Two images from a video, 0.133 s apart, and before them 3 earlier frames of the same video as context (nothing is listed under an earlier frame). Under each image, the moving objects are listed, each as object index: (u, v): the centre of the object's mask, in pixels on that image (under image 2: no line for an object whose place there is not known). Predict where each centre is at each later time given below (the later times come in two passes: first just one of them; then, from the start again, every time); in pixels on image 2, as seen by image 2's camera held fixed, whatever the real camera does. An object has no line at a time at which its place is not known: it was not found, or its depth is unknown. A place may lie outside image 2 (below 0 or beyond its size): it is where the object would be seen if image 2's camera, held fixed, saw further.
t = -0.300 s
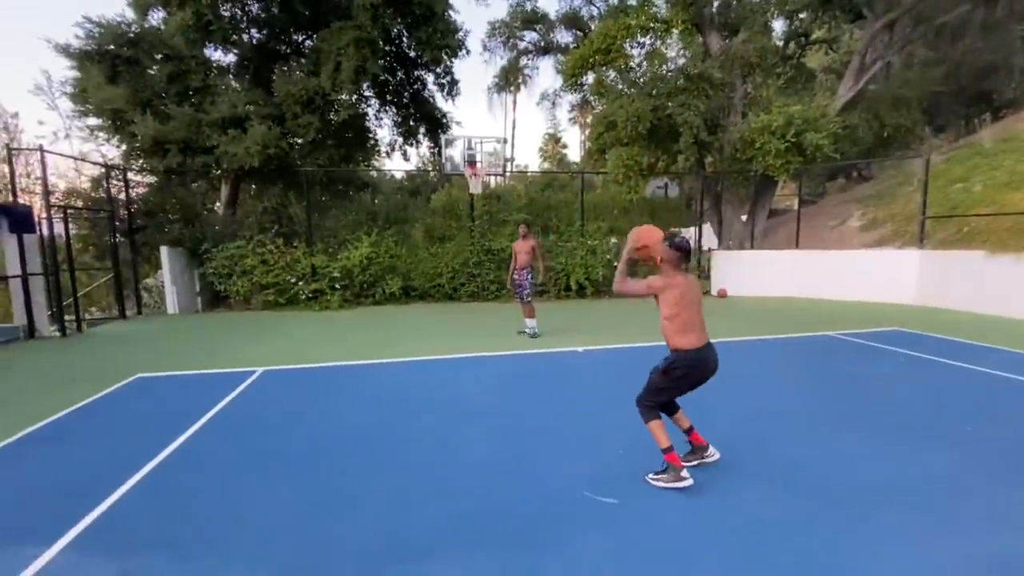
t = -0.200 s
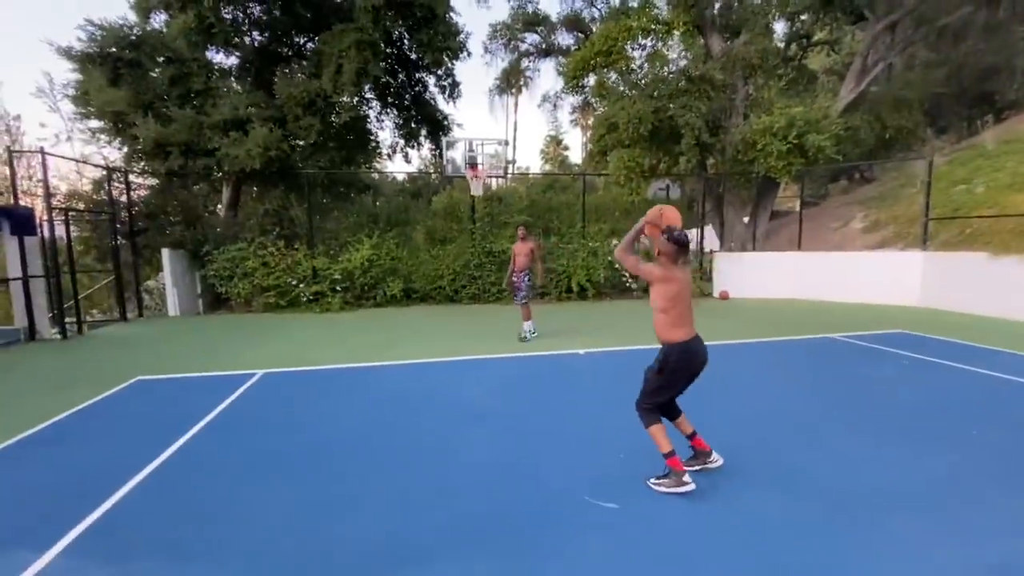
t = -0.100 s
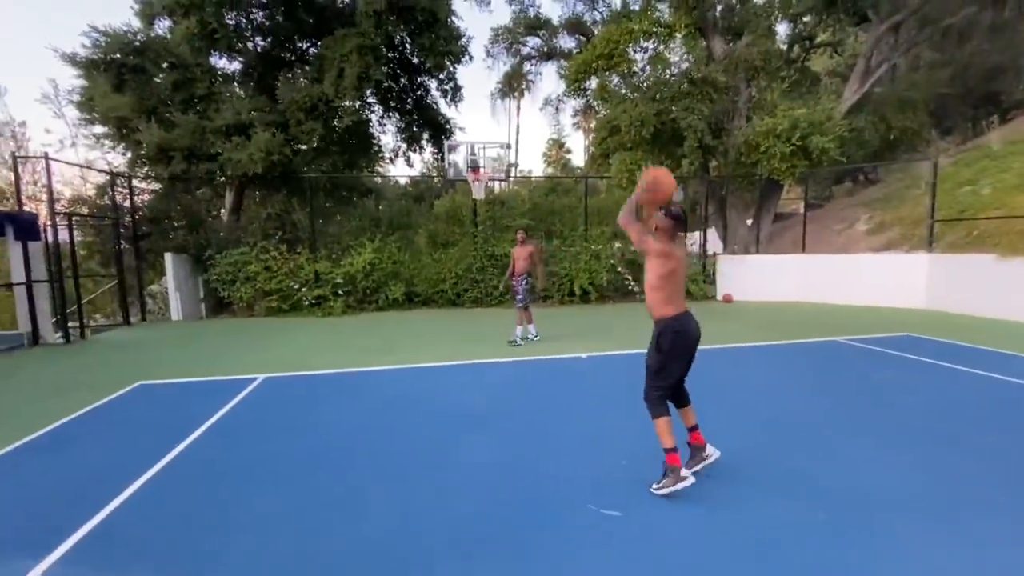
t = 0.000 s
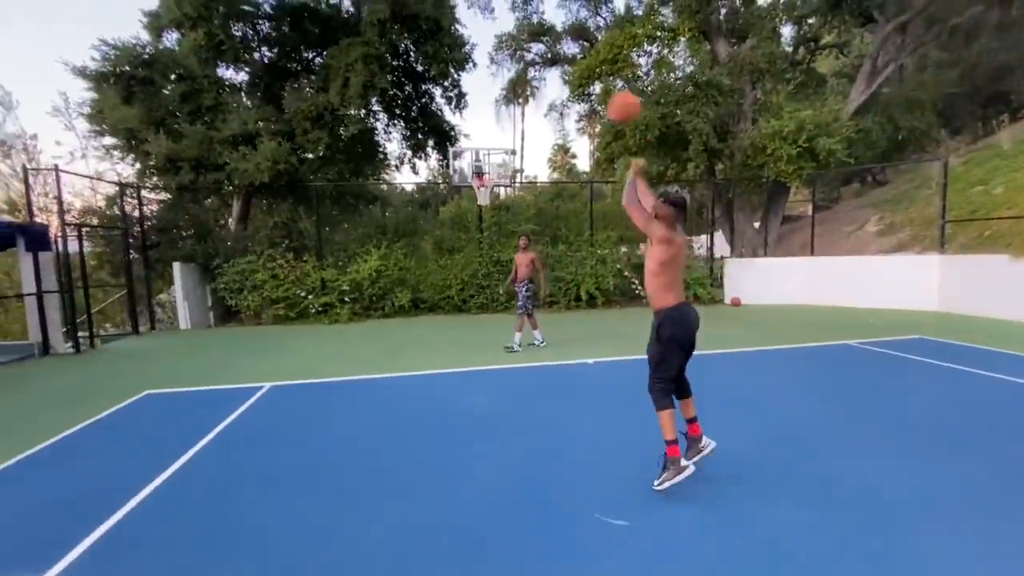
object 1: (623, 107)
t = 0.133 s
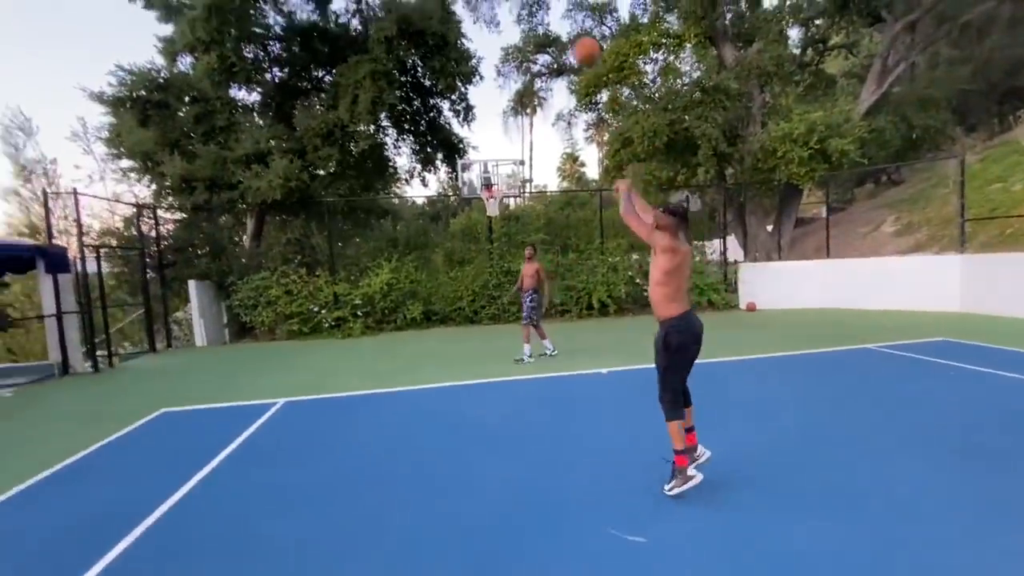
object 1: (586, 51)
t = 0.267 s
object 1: (554, 22)
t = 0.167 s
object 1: (577, 42)
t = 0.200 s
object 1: (569, 33)
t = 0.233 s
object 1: (561, 27)
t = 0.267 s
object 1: (554, 22)
